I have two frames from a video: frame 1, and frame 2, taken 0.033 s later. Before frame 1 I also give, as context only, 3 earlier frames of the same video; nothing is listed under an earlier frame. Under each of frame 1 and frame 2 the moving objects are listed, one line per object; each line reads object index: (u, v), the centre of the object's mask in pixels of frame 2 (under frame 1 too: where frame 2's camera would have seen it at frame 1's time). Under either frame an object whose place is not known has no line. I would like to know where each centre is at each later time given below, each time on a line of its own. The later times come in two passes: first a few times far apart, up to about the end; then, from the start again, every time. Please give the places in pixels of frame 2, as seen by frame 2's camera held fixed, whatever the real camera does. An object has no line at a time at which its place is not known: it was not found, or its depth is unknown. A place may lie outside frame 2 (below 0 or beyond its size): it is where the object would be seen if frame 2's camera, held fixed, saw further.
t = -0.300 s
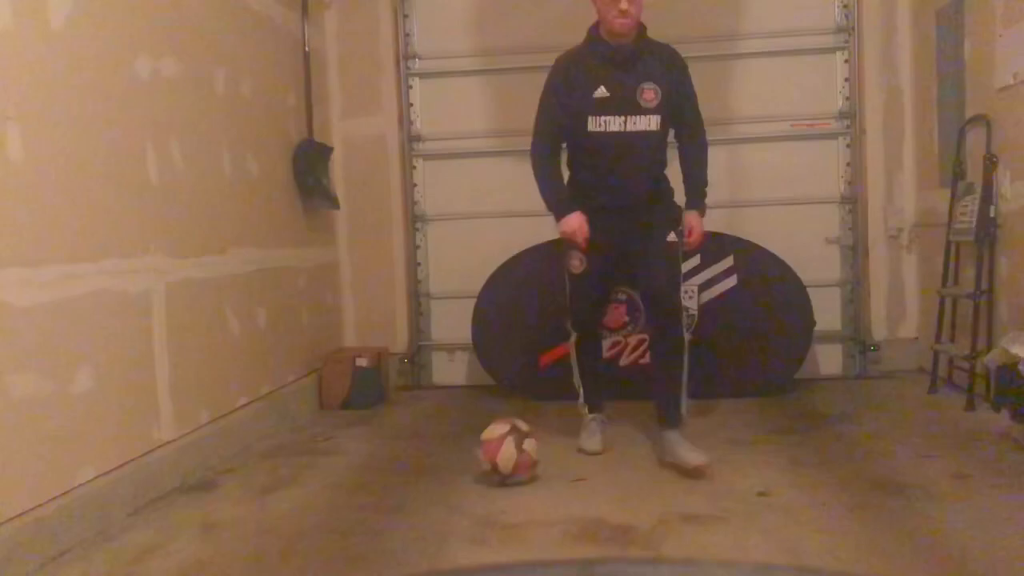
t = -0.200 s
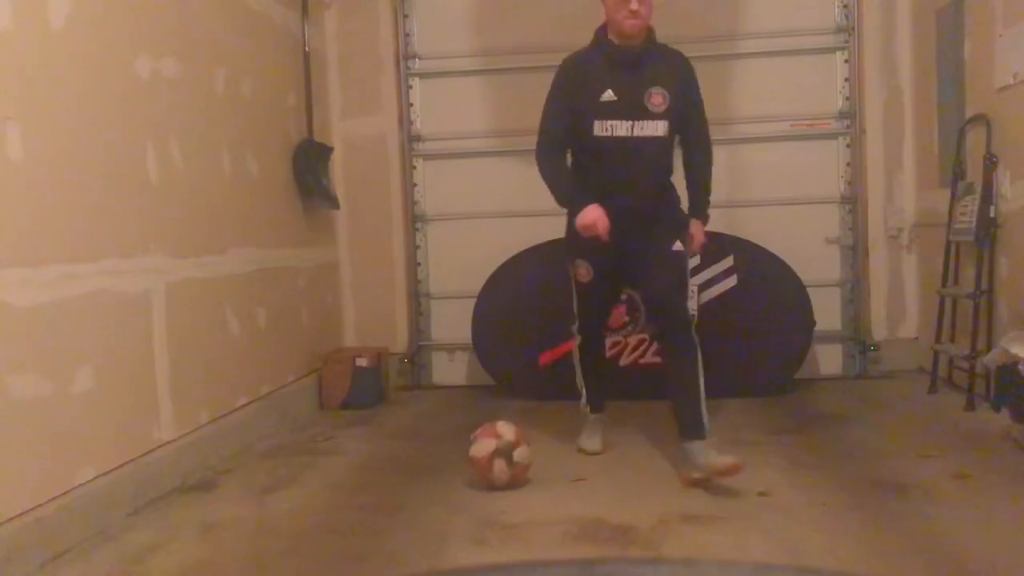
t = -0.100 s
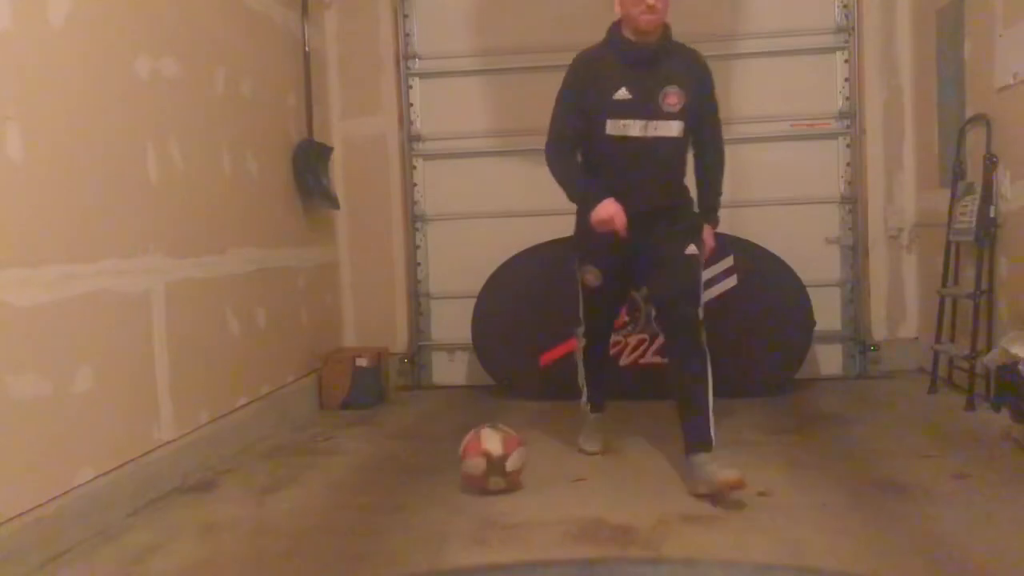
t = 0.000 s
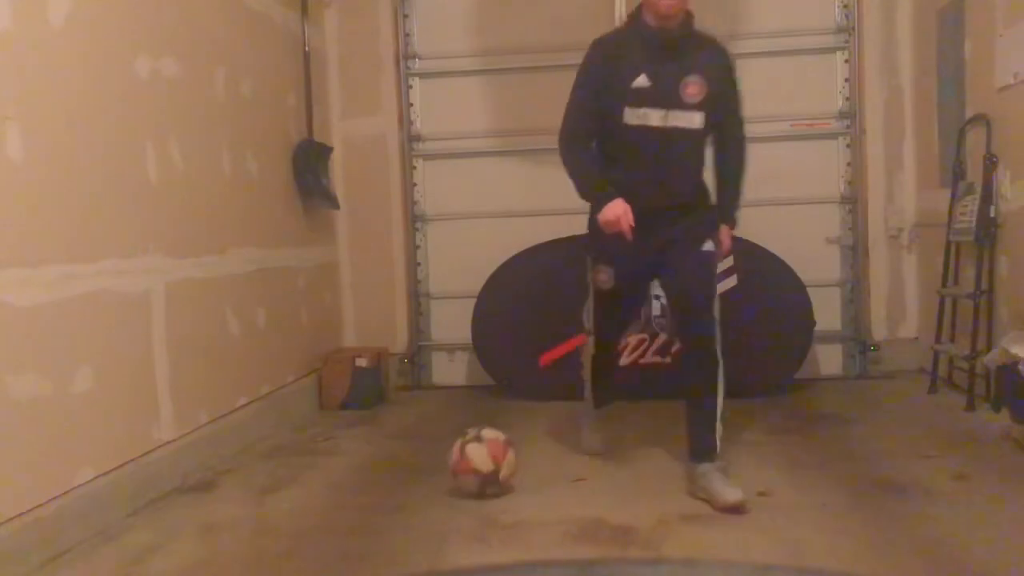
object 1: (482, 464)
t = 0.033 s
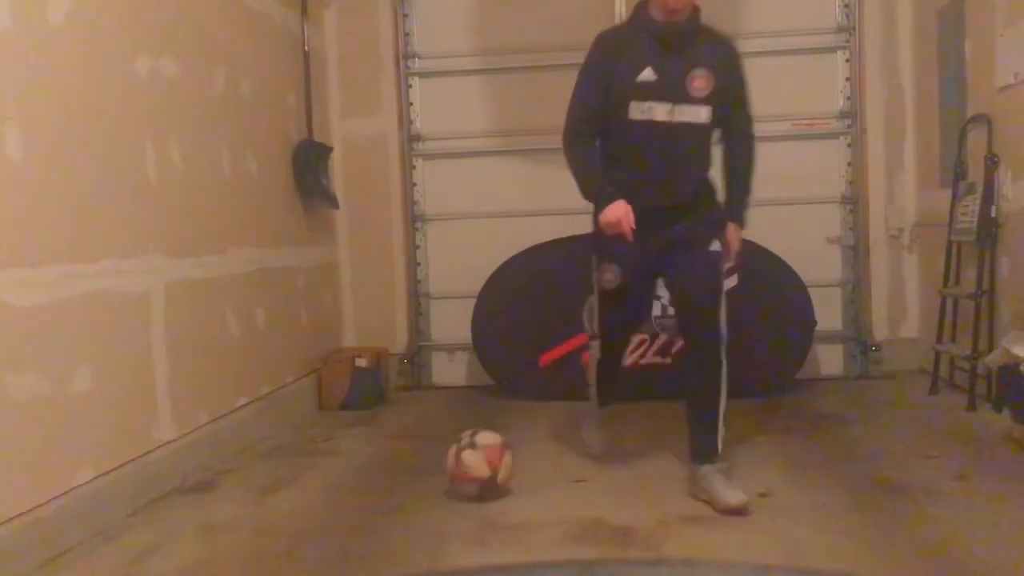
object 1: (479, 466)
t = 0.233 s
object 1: (462, 472)
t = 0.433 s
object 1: (441, 479)
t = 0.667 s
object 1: (418, 488)
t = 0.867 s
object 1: (398, 497)
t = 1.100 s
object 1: (377, 503)
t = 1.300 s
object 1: (358, 511)
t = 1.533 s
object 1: (336, 516)
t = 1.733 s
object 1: (314, 526)
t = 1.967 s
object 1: (288, 536)
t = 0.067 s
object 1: (476, 467)
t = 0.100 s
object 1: (474, 468)
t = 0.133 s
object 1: (471, 467)
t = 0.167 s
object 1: (469, 470)
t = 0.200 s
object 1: (466, 471)
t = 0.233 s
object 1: (462, 472)
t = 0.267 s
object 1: (459, 473)
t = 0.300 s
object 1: (454, 475)
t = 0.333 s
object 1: (451, 476)
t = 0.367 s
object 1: (448, 478)
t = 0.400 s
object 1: (444, 479)
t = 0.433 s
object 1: (441, 479)
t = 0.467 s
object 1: (438, 481)
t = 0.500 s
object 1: (434, 483)
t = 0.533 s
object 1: (431, 484)
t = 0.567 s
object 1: (428, 485)
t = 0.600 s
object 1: (424, 486)
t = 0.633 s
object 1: (421, 486)
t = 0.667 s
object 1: (418, 488)
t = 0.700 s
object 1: (414, 490)
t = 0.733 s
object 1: (411, 492)
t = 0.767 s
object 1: (408, 492)
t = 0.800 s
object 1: (404, 493)
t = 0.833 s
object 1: (401, 495)
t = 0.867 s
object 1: (398, 497)
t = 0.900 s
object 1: (395, 497)
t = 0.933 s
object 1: (392, 497)
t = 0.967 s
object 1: (388, 499)
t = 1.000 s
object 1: (385, 500)
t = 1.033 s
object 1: (381, 501)
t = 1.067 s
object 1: (379, 502)
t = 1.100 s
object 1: (377, 503)
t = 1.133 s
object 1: (375, 505)
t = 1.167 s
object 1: (371, 505)
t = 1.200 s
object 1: (369, 506)
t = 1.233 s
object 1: (366, 508)
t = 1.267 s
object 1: (362, 509)
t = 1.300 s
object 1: (358, 511)
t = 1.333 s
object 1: (354, 512)
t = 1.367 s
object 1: (350, 515)
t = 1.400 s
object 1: (346, 515)
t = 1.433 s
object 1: (344, 516)
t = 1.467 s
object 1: (341, 518)
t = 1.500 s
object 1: (339, 516)
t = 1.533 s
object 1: (336, 516)
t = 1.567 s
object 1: (332, 519)
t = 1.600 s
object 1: (328, 522)
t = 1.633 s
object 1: (323, 525)
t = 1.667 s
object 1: (321, 526)
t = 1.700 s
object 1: (318, 527)
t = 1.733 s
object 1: (314, 526)
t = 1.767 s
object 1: (311, 529)
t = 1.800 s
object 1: (308, 529)
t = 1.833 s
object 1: (303, 531)
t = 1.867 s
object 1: (299, 532)
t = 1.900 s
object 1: (296, 533)
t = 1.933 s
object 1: (292, 535)
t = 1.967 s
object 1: (288, 536)
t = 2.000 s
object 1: (284, 537)
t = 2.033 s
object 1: (280, 538)
